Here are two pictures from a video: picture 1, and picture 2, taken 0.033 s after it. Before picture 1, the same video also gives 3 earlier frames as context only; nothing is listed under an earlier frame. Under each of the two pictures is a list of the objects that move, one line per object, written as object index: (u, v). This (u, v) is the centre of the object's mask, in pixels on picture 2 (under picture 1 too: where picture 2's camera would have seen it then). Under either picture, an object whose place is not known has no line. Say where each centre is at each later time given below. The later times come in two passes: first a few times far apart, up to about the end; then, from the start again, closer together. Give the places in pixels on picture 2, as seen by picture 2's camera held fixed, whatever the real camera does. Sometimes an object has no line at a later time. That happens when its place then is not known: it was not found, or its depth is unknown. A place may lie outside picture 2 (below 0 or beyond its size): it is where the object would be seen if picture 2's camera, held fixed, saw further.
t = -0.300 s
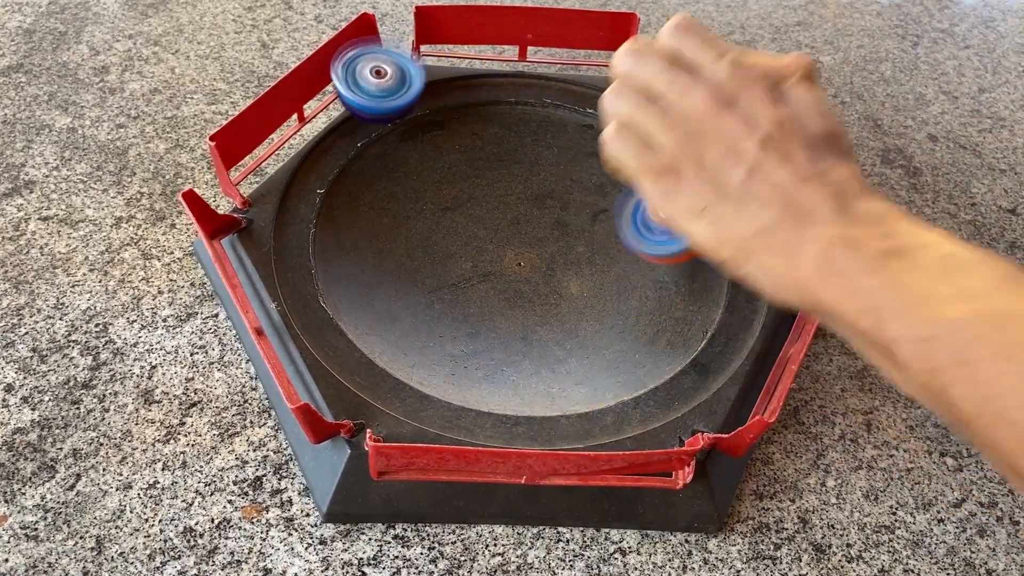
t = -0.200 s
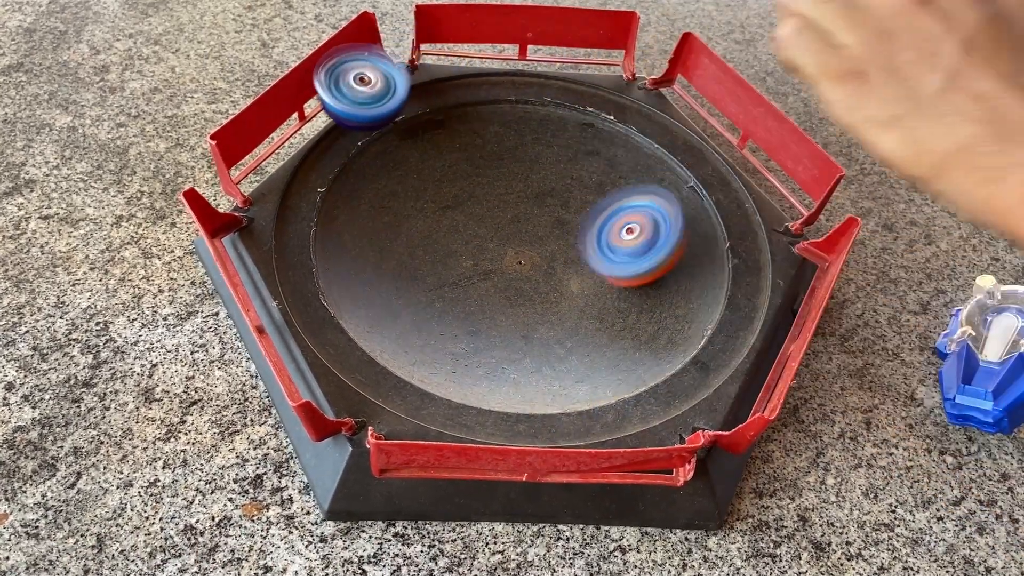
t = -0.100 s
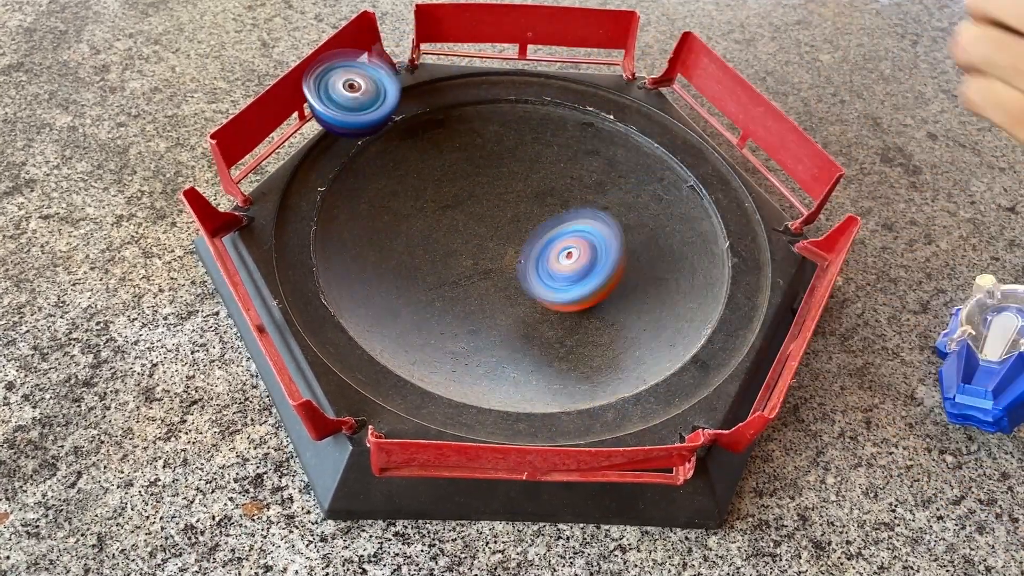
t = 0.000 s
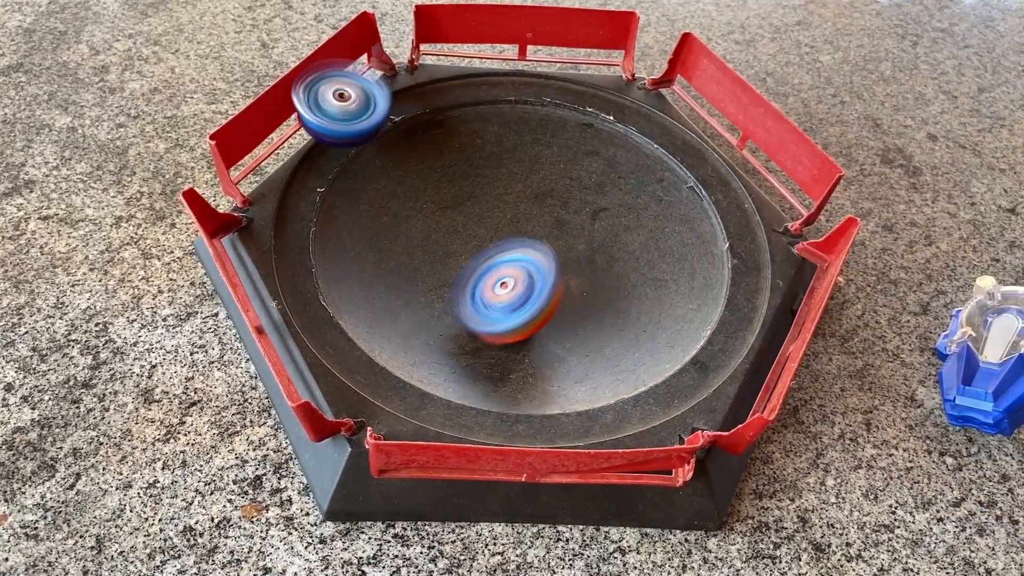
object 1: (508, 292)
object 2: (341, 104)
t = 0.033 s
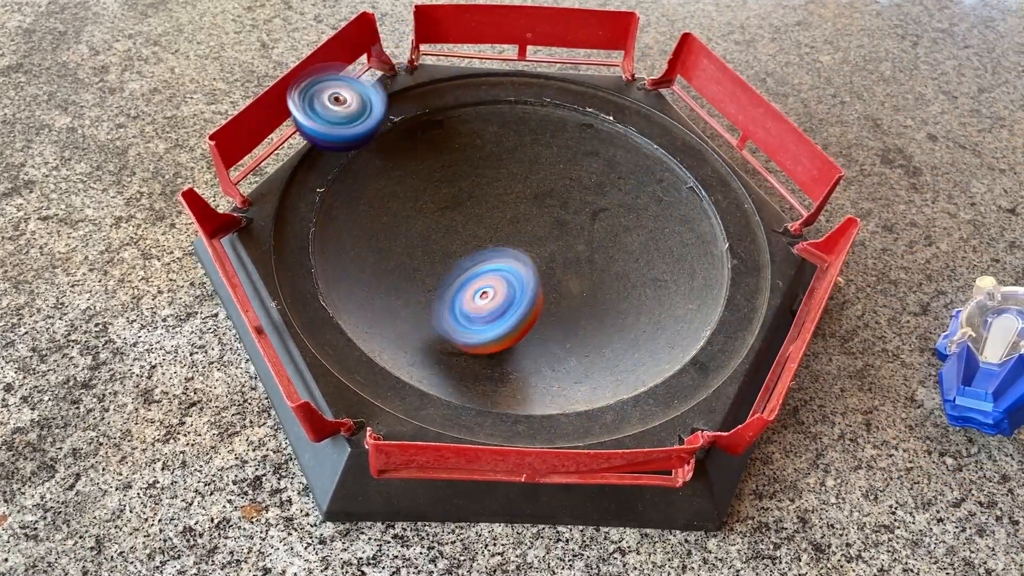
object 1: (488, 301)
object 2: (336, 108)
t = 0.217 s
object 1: (433, 323)
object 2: (320, 128)
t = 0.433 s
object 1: (522, 278)
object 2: (310, 163)
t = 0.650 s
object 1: (619, 249)
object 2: (294, 209)
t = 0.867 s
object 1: (652, 279)
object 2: (288, 225)
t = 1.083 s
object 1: (641, 276)
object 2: (332, 236)
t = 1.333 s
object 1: (552, 287)
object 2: (514, 202)
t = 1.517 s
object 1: (488, 324)
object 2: (614, 265)
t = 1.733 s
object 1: (317, 286)
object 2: (741, 237)
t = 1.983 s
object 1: (314, 156)
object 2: (681, 169)
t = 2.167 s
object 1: (353, 117)
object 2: (531, 182)
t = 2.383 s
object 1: (345, 113)
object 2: (429, 178)
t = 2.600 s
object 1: (313, 140)
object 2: (477, 154)
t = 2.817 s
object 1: (287, 197)
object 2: (577, 122)
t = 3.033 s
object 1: (291, 245)
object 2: (613, 169)
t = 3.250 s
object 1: (378, 264)
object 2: (523, 206)
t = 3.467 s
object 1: (582, 229)
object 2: (437, 162)
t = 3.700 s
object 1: (518, 71)
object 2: (454, 141)
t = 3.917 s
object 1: (389, 73)
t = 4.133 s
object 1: (405, 85)
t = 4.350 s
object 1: (378, 190)
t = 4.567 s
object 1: (481, 258)
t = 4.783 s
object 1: (600, 149)
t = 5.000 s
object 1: (451, 96)
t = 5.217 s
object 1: (417, 251)
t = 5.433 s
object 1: (693, 240)
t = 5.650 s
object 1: (647, 209)
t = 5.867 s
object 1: (557, 219)
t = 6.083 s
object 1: (579, 296)
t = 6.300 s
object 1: (645, 308)
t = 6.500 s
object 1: (561, 314)
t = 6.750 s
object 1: (441, 272)
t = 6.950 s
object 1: (384, 243)
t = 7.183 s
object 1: (389, 227)
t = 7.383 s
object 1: (381, 250)
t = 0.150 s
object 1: (438, 322)
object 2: (323, 121)
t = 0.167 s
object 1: (435, 322)
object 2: (322, 123)
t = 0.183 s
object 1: (433, 324)
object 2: (321, 125)
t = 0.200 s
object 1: (433, 323)
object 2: (321, 126)
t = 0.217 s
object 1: (433, 323)
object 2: (320, 128)
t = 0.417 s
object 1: (513, 283)
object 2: (312, 160)
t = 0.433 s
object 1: (522, 278)
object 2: (310, 163)
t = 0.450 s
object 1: (531, 273)
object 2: (309, 167)
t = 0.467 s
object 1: (540, 270)
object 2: (308, 171)
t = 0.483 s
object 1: (549, 265)
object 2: (307, 174)
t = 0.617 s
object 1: (609, 249)
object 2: (297, 203)
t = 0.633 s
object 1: (614, 248)
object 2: (296, 206)
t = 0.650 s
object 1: (619, 249)
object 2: (294, 209)
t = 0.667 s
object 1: (623, 250)
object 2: (293, 211)
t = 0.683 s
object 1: (627, 251)
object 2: (292, 213)
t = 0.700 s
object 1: (631, 253)
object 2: (290, 215)
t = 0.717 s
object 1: (634, 255)
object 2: (289, 217)
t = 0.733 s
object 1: (636, 257)
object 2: (288, 218)
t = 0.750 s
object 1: (639, 260)
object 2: (287, 220)
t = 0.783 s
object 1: (644, 267)
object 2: (286, 222)
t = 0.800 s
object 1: (645, 269)
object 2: (285, 223)
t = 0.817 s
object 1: (648, 272)
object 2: (285, 224)
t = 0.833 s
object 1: (649, 275)
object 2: (286, 225)
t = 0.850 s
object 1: (651, 277)
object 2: (287, 225)
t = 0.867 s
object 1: (652, 279)
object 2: (288, 225)
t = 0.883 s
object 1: (653, 281)
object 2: (289, 225)
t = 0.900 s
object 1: (653, 282)
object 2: (291, 225)
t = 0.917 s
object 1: (653, 284)
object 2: (292, 224)
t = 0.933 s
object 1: (653, 284)
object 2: (294, 224)
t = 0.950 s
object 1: (653, 284)
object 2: (295, 224)
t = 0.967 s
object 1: (653, 285)
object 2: (298, 224)
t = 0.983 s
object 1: (651, 284)
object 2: (301, 224)
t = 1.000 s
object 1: (650, 283)
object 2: (303, 225)
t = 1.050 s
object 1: (645, 280)
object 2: (317, 230)
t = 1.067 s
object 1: (643, 278)
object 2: (324, 232)
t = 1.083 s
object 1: (641, 276)
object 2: (332, 236)
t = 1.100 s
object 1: (639, 275)
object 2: (342, 234)
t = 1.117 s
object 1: (637, 273)
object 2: (354, 233)
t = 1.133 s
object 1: (634, 272)
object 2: (365, 234)
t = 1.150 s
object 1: (630, 271)
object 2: (378, 230)
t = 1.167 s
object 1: (625, 271)
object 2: (390, 227)
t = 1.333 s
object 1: (552, 287)
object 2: (514, 202)
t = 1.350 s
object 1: (544, 290)
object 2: (525, 203)
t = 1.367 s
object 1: (536, 294)
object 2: (536, 204)
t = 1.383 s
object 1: (528, 298)
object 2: (548, 209)
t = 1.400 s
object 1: (520, 301)
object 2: (559, 213)
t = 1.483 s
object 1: (493, 319)
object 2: (604, 247)
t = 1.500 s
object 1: (490, 322)
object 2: (609, 255)
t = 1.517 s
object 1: (488, 324)
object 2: (614, 265)
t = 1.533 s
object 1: (487, 326)
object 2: (616, 274)
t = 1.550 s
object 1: (487, 328)
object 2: (618, 284)
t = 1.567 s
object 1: (487, 331)
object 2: (616, 293)
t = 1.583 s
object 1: (488, 332)
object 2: (613, 303)
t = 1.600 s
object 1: (491, 333)
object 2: (606, 311)
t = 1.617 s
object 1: (486, 335)
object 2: (606, 318)
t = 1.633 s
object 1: (453, 336)
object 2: (641, 313)
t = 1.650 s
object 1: (418, 339)
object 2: (674, 305)
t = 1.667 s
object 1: (395, 325)
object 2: (701, 292)
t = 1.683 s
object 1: (375, 310)
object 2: (713, 274)
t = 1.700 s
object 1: (354, 299)
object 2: (724, 258)
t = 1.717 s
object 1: (335, 291)
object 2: (734, 246)
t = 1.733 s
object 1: (317, 286)
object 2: (741, 237)
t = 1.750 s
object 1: (300, 284)
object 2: (747, 231)
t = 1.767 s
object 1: (292, 272)
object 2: (757, 215)
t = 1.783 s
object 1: (287, 260)
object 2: (768, 199)
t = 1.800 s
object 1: (283, 251)
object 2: (778, 188)
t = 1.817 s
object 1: (280, 242)
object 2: (778, 180)
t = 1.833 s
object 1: (281, 230)
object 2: (770, 179)
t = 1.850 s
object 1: (282, 221)
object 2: (760, 179)
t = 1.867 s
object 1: (286, 213)
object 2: (750, 179)
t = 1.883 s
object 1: (292, 205)
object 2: (740, 176)
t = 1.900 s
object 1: (297, 196)
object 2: (731, 173)
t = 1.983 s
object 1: (314, 156)
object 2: (681, 169)
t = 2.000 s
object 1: (315, 149)
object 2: (669, 169)
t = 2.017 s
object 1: (321, 144)
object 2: (658, 168)
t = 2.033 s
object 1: (327, 140)
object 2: (644, 170)
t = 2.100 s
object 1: (344, 128)
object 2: (587, 178)
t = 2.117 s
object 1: (347, 125)
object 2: (574, 176)
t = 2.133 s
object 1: (350, 123)
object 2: (559, 178)
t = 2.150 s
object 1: (352, 120)
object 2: (545, 182)
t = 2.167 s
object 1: (353, 117)
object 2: (531, 182)
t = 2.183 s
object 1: (354, 116)
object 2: (519, 183)
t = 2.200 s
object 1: (354, 114)
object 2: (506, 184)
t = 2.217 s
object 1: (353, 113)
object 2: (496, 180)
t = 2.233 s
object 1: (352, 111)
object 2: (486, 181)
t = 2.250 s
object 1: (351, 110)
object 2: (475, 184)
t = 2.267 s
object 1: (352, 111)
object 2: (466, 182)
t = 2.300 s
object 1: (354, 112)
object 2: (451, 181)
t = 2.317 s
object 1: (353, 112)
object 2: (443, 182)
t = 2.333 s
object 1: (352, 112)
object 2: (439, 179)
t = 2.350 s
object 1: (350, 113)
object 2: (435, 180)
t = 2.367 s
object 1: (348, 113)
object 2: (431, 180)
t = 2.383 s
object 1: (345, 113)
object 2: (429, 178)
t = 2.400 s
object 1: (343, 113)
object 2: (428, 177)
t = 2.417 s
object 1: (344, 116)
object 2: (427, 176)
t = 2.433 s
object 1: (344, 118)
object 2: (428, 173)
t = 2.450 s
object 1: (343, 120)
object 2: (430, 173)
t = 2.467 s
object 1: (342, 123)
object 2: (433, 173)
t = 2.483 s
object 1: (340, 124)
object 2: (436, 170)
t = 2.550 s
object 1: (325, 131)
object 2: (456, 161)
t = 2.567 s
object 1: (319, 132)
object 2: (463, 160)
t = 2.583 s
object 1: (315, 135)
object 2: (470, 156)
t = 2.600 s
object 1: (313, 140)
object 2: (477, 154)
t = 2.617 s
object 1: (311, 144)
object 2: (484, 149)
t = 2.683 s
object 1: (296, 159)
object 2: (516, 134)
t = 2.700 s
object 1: (292, 163)
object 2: (523, 131)
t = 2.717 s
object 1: (292, 168)
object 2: (531, 127)
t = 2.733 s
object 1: (292, 174)
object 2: (539, 124)
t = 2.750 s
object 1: (291, 179)
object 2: (547, 122)
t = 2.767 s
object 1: (289, 183)
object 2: (556, 121)
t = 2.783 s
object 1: (286, 187)
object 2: (564, 121)
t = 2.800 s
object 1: (286, 191)
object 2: (571, 121)
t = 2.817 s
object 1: (287, 197)
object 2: (577, 122)
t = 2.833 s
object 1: (286, 201)
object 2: (583, 122)
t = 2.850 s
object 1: (285, 205)
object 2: (589, 123)
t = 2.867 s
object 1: (285, 210)
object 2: (595, 125)
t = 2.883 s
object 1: (285, 214)
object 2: (601, 127)
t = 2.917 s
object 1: (284, 221)
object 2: (609, 134)
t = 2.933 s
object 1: (284, 225)
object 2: (613, 137)
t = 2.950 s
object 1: (285, 229)
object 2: (616, 143)
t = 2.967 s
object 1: (286, 232)
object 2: (618, 147)
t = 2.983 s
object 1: (286, 235)
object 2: (618, 153)
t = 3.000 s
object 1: (287, 238)
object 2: (617, 158)
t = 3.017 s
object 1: (289, 242)
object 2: (616, 164)
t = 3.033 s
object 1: (291, 245)
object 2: (613, 169)
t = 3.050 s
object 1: (293, 248)
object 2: (610, 175)
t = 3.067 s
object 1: (296, 251)
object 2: (606, 180)
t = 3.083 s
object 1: (299, 252)
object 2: (600, 186)
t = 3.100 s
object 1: (302, 254)
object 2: (593, 190)
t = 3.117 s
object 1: (306, 255)
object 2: (586, 195)
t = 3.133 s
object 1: (310, 255)
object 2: (579, 199)
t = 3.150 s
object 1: (315, 253)
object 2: (572, 202)
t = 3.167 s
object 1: (322, 252)
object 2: (563, 204)
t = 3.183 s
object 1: (331, 253)
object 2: (555, 205)
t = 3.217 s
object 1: (351, 258)
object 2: (539, 207)
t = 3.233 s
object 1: (363, 261)
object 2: (532, 206)
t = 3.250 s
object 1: (378, 264)
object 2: (523, 206)
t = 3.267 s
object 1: (394, 266)
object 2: (514, 202)
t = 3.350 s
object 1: (485, 276)
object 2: (465, 185)
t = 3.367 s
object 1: (502, 273)
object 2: (458, 182)
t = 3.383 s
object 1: (520, 269)
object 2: (452, 179)
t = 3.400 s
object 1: (536, 263)
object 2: (447, 175)
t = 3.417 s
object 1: (549, 256)
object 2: (442, 172)
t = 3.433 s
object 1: (563, 248)
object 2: (440, 168)
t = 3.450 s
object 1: (574, 238)
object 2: (438, 165)
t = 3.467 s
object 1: (582, 229)
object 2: (437, 162)
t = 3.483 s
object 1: (590, 218)
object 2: (436, 159)
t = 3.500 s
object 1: (597, 206)
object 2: (434, 156)
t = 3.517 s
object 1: (600, 193)
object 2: (434, 153)
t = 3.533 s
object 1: (603, 180)
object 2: (435, 151)
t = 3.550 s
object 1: (602, 166)
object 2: (434, 149)
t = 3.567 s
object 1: (600, 153)
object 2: (435, 146)
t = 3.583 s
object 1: (597, 138)
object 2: (437, 145)
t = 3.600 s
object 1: (590, 126)
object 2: (439, 144)
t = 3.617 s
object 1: (583, 115)
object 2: (441, 143)
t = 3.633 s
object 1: (574, 104)
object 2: (442, 141)
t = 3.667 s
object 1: (549, 80)
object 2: (448, 140)
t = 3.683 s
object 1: (535, 73)
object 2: (451, 140)
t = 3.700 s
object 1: (518, 71)
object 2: (454, 141)
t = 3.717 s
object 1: (502, 67)
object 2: (457, 142)
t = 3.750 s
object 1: (471, 62)
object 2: (465, 146)
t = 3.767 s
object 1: (457, 59)
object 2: (468, 148)
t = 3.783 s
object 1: (445, 55)
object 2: (472, 151)
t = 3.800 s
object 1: (435, 53)
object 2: (476, 155)
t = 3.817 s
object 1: (425, 56)
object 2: (480, 160)
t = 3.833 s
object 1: (416, 61)
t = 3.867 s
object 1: (402, 67)
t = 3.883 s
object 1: (397, 69)
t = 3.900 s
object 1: (393, 71)
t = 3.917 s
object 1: (389, 73)
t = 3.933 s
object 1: (387, 75)
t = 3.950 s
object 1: (385, 77)
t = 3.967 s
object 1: (384, 78)
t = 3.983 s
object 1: (383, 79)
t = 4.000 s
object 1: (384, 80)
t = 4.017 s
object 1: (384, 80)
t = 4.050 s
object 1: (388, 80)
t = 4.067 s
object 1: (392, 81)
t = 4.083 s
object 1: (397, 81)
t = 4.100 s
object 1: (401, 81)
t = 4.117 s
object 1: (404, 83)
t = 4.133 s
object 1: (405, 85)
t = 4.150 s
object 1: (403, 90)
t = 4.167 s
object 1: (402, 96)
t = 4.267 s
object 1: (395, 158)
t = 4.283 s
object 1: (395, 171)
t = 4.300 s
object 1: (395, 184)
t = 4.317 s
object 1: (390, 186)
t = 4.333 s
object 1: (383, 187)
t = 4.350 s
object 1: (378, 190)
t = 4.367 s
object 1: (375, 193)
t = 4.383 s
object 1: (373, 198)
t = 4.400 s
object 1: (374, 202)
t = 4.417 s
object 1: (376, 209)
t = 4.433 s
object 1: (381, 217)
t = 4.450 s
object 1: (387, 225)
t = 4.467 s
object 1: (396, 234)
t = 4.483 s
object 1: (407, 241)
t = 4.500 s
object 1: (421, 246)
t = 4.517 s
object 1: (435, 252)
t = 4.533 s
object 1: (450, 255)
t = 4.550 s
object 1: (465, 259)
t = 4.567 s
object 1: (481, 258)
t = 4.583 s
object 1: (498, 257)
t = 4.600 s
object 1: (512, 254)
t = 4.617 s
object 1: (525, 249)
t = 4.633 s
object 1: (539, 245)
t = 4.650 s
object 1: (551, 238)
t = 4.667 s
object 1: (563, 230)
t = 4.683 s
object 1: (573, 221)
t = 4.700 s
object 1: (580, 212)
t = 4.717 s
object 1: (588, 200)
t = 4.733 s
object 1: (594, 188)
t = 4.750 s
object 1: (597, 175)
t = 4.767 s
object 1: (599, 162)
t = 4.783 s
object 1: (600, 149)
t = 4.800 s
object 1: (598, 134)
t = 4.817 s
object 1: (594, 122)
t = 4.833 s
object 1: (589, 110)
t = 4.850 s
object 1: (580, 99)
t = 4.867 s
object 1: (571, 86)
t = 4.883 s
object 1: (558, 78)
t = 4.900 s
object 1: (543, 74)
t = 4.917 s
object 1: (528, 78)
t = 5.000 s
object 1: (451, 96)
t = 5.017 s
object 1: (436, 99)
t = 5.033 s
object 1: (422, 103)
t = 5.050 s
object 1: (409, 111)
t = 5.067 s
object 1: (398, 121)
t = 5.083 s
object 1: (390, 131)
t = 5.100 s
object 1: (383, 144)
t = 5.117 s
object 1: (379, 159)
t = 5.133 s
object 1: (377, 174)
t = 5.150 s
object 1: (379, 189)
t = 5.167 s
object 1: (384, 205)
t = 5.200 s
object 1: (404, 237)
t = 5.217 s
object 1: (417, 251)
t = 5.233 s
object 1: (434, 264)
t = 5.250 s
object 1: (453, 275)
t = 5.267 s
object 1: (473, 286)
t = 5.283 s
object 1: (495, 293)
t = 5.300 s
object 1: (519, 298)
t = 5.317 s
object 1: (544, 300)
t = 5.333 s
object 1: (567, 300)
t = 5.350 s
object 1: (591, 297)
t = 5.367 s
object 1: (615, 291)
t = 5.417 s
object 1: (676, 257)
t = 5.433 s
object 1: (693, 240)
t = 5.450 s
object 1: (703, 225)
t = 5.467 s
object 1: (713, 213)
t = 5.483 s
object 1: (713, 206)
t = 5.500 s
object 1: (710, 202)
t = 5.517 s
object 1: (707, 202)
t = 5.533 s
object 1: (703, 205)
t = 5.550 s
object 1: (698, 210)
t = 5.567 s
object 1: (690, 213)
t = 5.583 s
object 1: (683, 209)
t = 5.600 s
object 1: (675, 208)
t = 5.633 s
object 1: (657, 209)
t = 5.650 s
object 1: (647, 209)
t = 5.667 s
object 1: (637, 208)
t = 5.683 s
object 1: (628, 208)
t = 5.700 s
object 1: (620, 206)
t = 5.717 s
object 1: (611, 207)
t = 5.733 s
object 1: (603, 206)
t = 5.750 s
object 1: (596, 206)
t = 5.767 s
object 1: (588, 207)
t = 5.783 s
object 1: (581, 208)
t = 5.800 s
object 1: (575, 209)
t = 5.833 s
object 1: (564, 214)
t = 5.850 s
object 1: (560, 216)
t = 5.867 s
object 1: (557, 219)
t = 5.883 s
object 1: (554, 224)
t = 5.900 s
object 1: (551, 228)
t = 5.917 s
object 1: (550, 234)
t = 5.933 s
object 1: (548, 240)
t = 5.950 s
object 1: (548, 246)
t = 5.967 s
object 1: (549, 253)
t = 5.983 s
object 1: (550, 260)
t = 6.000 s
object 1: (552, 267)
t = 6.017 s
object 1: (556, 273)
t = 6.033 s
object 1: (560, 280)
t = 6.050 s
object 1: (566, 286)
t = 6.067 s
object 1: (572, 291)
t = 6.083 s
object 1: (579, 296)
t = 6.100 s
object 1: (587, 299)
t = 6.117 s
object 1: (597, 301)
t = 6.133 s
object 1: (606, 304)
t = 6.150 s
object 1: (618, 304)
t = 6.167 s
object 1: (629, 303)
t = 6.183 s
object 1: (640, 301)
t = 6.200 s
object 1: (652, 296)
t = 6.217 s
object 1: (661, 291)
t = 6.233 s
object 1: (669, 286)
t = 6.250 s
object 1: (664, 292)
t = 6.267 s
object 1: (656, 299)
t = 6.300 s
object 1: (645, 308)
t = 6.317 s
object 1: (638, 311)
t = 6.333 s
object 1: (631, 314)
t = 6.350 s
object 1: (623, 316)
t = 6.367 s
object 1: (617, 318)
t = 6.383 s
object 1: (610, 319)
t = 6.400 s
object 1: (604, 319)
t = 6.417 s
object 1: (598, 319)
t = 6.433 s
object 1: (589, 319)
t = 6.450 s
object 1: (582, 319)
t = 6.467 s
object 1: (576, 317)
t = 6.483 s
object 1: (569, 316)
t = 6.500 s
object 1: (561, 314)
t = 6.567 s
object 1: (529, 307)
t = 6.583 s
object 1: (520, 304)
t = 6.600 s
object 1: (511, 302)
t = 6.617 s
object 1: (504, 298)
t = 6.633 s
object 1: (496, 295)
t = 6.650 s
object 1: (487, 293)
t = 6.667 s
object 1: (480, 289)
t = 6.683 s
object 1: (471, 286)
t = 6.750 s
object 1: (441, 272)
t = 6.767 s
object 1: (435, 269)
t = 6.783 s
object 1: (428, 266)
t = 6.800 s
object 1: (421, 263)
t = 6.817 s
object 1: (416, 259)
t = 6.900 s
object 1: (393, 248)
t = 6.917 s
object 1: (388, 246)
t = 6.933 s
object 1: (387, 244)
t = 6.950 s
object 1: (384, 243)
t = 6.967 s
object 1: (382, 240)
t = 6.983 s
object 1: (380, 239)
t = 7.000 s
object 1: (380, 238)
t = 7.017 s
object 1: (380, 236)
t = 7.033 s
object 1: (378, 236)
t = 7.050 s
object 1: (379, 234)
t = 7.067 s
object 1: (378, 234)
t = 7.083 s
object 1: (380, 233)
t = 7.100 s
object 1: (380, 233)
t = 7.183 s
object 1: (389, 227)
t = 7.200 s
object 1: (392, 225)
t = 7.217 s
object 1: (395, 223)
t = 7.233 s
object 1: (399, 219)
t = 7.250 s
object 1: (402, 216)
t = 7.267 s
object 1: (404, 213)
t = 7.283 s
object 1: (400, 214)
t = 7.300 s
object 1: (393, 220)
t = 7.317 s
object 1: (387, 225)
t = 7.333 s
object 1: (382, 231)
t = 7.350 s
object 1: (380, 237)
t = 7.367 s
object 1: (380, 244)
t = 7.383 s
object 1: (381, 250)
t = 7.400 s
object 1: (383, 257)
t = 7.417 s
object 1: (389, 264)
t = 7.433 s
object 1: (396, 271)
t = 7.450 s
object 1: (406, 278)
